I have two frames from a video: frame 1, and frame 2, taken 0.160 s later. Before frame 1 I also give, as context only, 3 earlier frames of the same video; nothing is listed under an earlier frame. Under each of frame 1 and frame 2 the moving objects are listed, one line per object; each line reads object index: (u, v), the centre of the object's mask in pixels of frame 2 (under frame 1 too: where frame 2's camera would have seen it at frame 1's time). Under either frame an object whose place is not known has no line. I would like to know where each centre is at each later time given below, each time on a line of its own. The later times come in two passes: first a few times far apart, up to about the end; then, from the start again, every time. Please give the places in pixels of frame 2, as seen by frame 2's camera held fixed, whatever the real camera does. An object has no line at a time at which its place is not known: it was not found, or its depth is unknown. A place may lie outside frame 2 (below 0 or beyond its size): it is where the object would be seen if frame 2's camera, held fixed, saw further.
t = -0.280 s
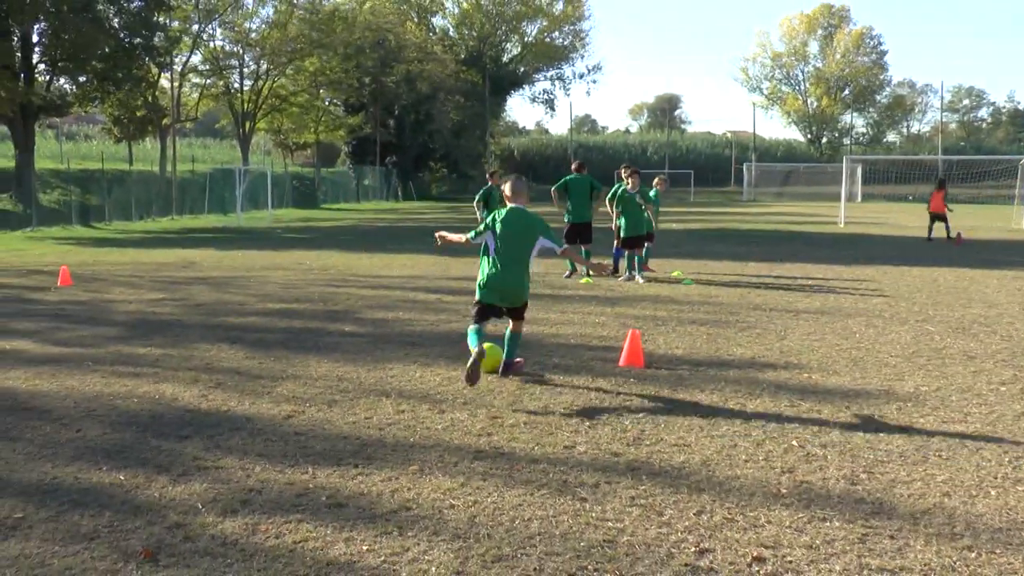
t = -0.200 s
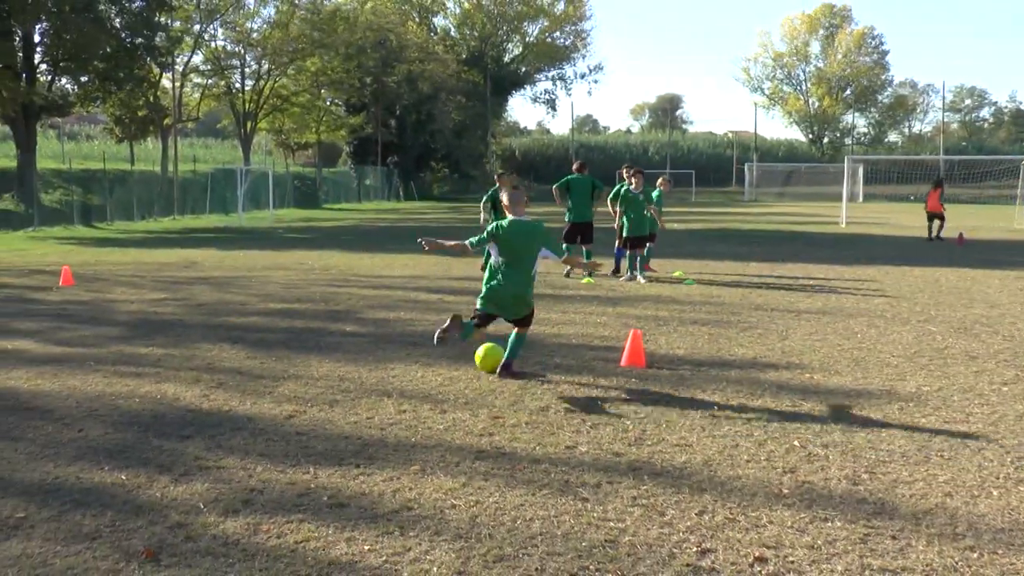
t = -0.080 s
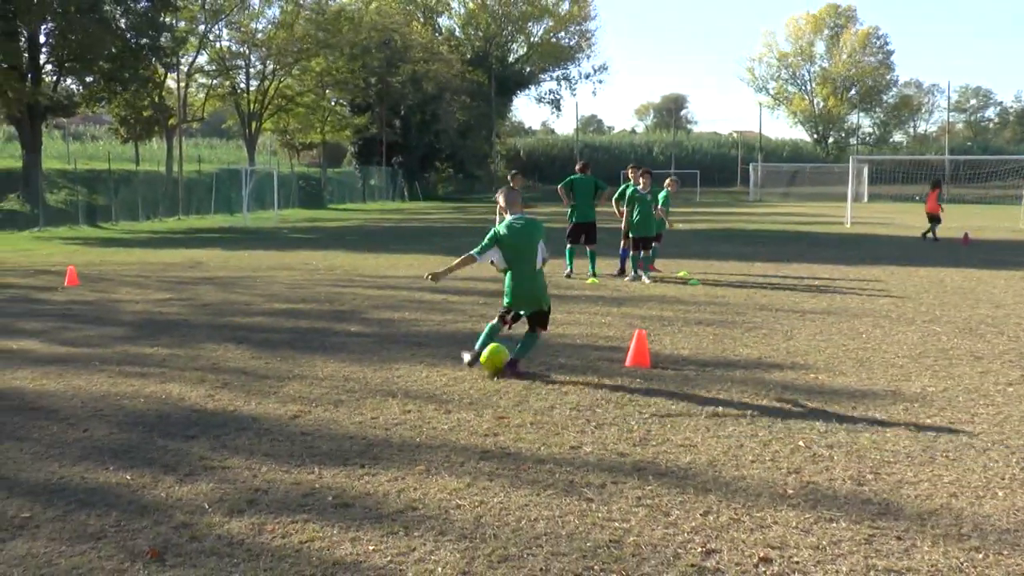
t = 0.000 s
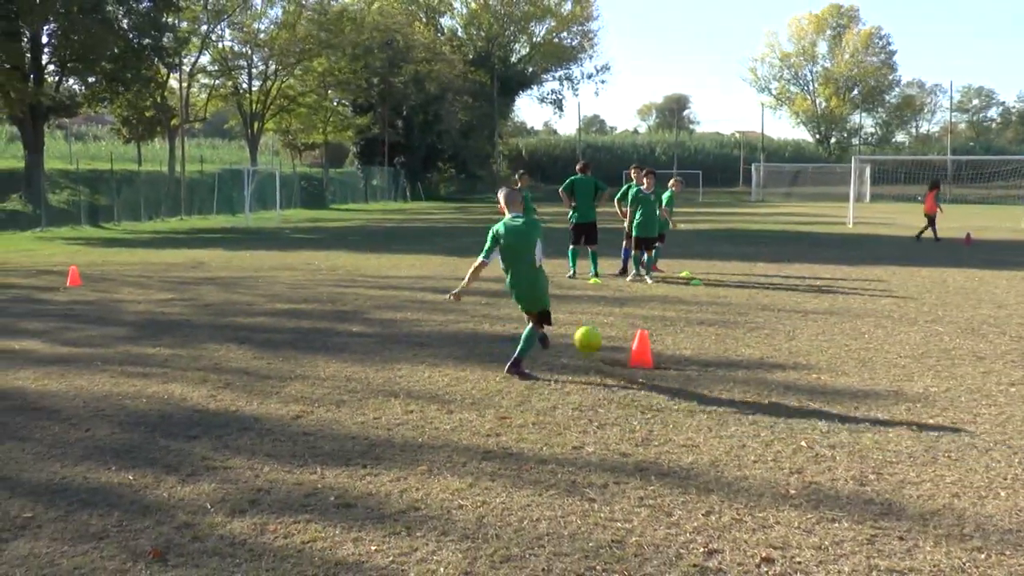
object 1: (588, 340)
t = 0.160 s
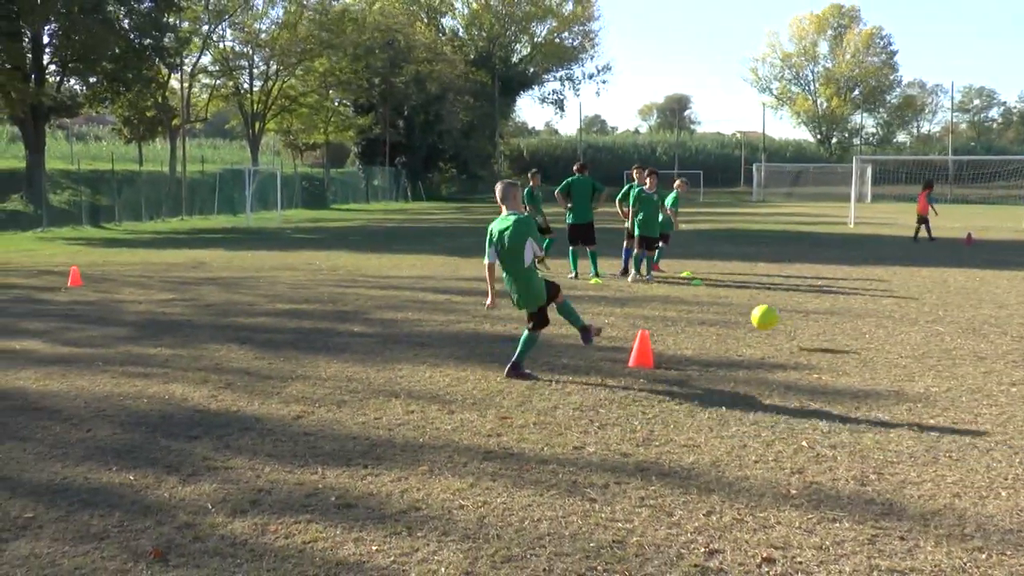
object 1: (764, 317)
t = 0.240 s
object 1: (838, 319)
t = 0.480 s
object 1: (995, 292)
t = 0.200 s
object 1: (802, 318)
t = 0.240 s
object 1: (838, 319)
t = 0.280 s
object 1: (872, 324)
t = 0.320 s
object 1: (900, 315)
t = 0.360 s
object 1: (926, 305)
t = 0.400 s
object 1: (949, 299)
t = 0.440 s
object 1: (973, 295)
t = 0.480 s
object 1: (995, 292)
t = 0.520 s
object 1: (1017, 291)
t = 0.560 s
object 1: (1039, 292)
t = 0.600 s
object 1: (1060, 295)
